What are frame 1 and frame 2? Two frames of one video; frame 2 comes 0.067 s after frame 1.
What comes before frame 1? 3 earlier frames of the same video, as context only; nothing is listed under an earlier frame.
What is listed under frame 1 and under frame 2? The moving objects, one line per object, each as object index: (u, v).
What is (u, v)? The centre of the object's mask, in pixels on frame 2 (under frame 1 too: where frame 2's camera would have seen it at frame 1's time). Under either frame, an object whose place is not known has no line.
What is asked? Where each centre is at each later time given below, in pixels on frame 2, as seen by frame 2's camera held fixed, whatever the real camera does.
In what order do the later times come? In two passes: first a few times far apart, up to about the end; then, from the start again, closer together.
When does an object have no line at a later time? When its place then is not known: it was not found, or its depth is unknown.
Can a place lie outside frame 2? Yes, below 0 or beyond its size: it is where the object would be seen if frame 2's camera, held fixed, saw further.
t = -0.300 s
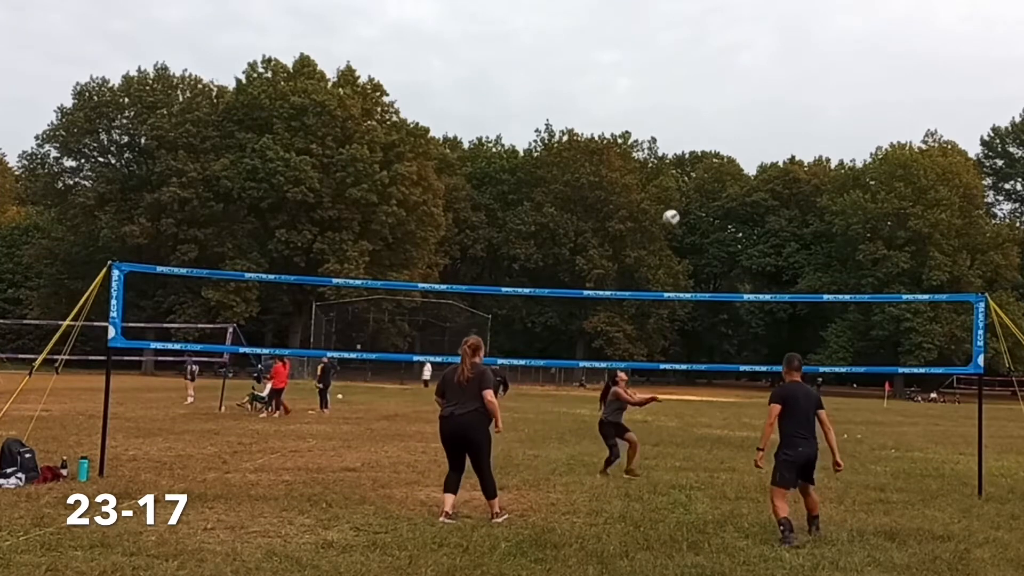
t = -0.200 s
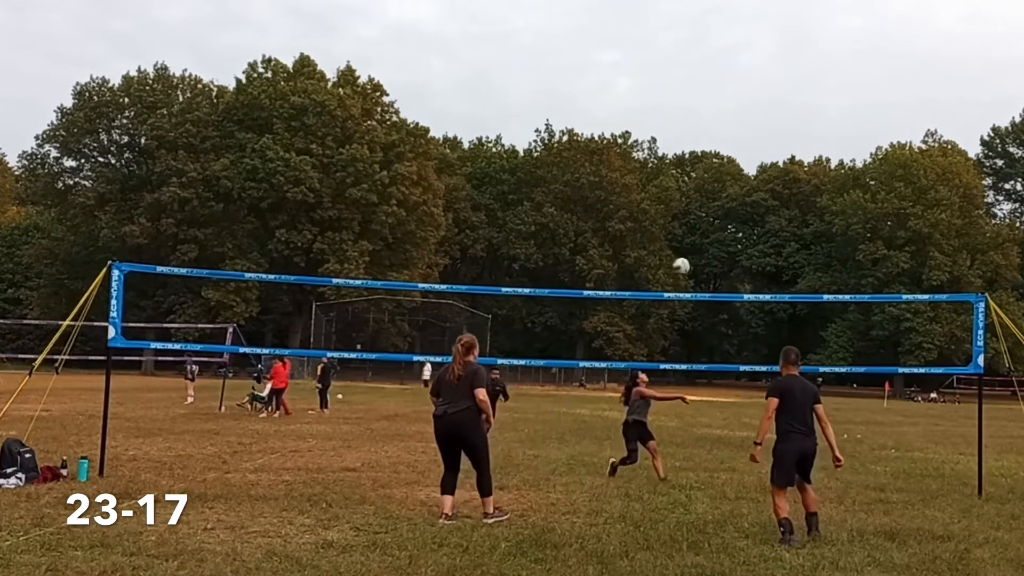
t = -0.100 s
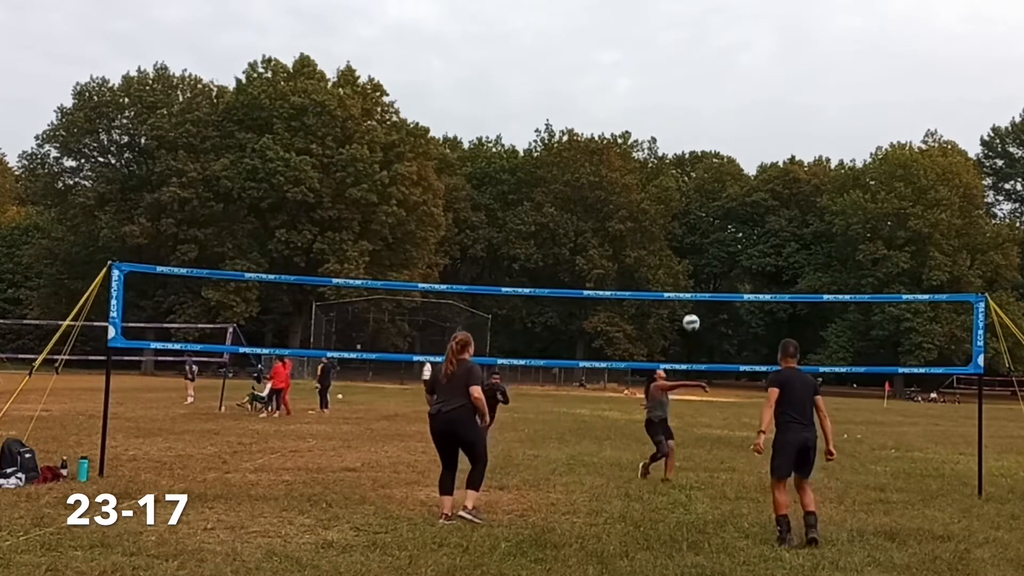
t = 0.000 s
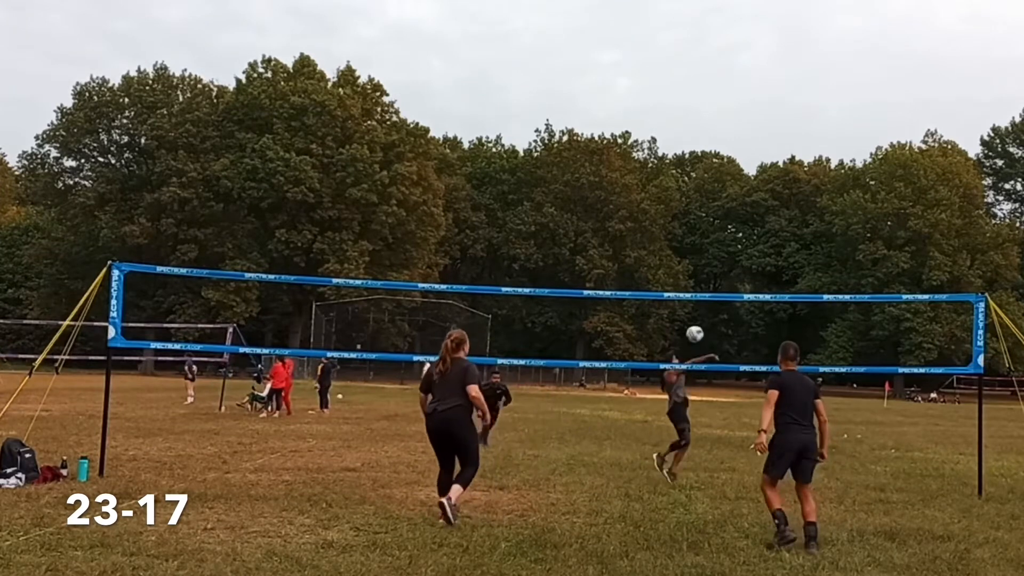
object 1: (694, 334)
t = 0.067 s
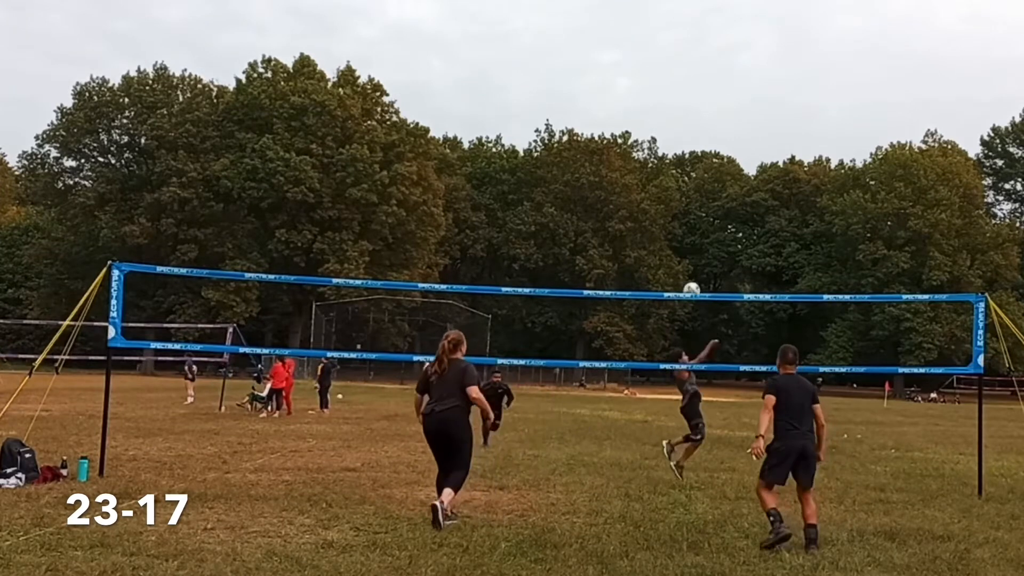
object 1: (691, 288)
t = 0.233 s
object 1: (683, 197)
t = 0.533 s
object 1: (665, 90)
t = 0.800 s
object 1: (650, 58)
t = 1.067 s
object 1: (631, 71)
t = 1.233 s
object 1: (618, 108)
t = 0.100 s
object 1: (690, 269)
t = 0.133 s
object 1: (688, 250)
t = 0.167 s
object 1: (686, 231)
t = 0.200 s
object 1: (684, 213)
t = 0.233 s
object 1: (683, 197)
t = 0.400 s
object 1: (673, 129)
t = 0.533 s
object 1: (665, 90)
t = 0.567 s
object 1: (663, 83)
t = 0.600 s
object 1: (660, 76)
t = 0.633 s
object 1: (658, 71)
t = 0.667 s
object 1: (656, 67)
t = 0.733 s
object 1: (654, 63)
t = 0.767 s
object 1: (652, 60)
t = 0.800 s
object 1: (650, 58)
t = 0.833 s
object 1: (647, 56)
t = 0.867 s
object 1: (645, 56)
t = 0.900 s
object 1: (643, 57)
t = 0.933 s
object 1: (641, 58)
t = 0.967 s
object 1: (638, 59)
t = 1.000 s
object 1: (635, 63)
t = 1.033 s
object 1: (633, 67)
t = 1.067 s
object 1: (631, 71)
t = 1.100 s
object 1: (628, 77)
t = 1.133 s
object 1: (626, 84)
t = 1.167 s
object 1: (623, 91)
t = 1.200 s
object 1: (621, 99)
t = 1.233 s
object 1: (618, 108)
